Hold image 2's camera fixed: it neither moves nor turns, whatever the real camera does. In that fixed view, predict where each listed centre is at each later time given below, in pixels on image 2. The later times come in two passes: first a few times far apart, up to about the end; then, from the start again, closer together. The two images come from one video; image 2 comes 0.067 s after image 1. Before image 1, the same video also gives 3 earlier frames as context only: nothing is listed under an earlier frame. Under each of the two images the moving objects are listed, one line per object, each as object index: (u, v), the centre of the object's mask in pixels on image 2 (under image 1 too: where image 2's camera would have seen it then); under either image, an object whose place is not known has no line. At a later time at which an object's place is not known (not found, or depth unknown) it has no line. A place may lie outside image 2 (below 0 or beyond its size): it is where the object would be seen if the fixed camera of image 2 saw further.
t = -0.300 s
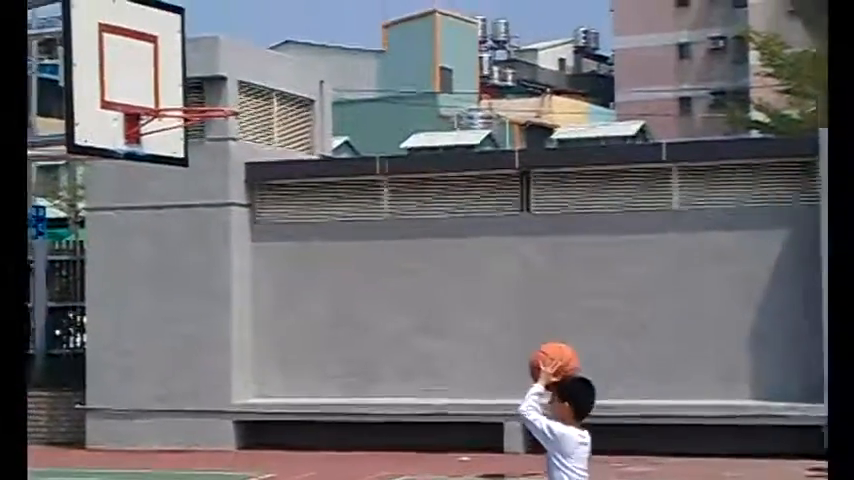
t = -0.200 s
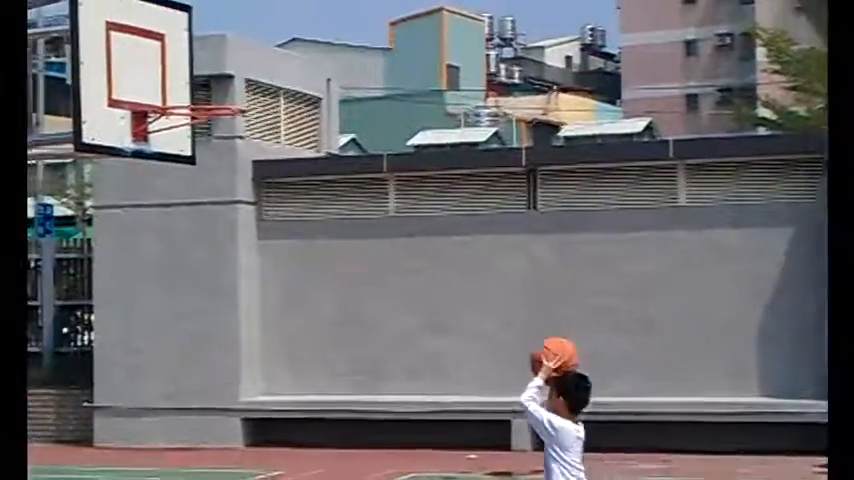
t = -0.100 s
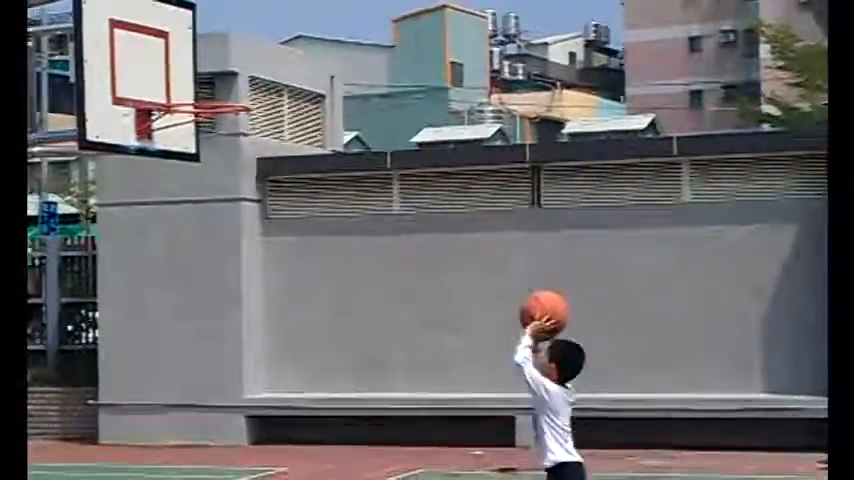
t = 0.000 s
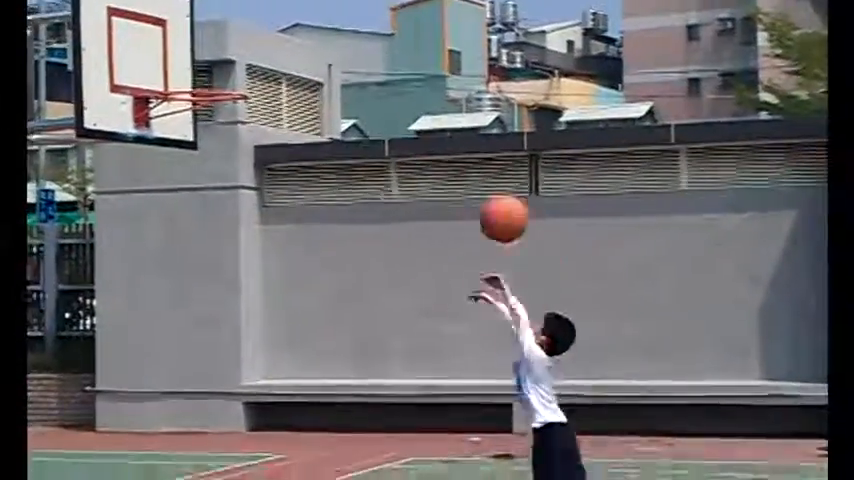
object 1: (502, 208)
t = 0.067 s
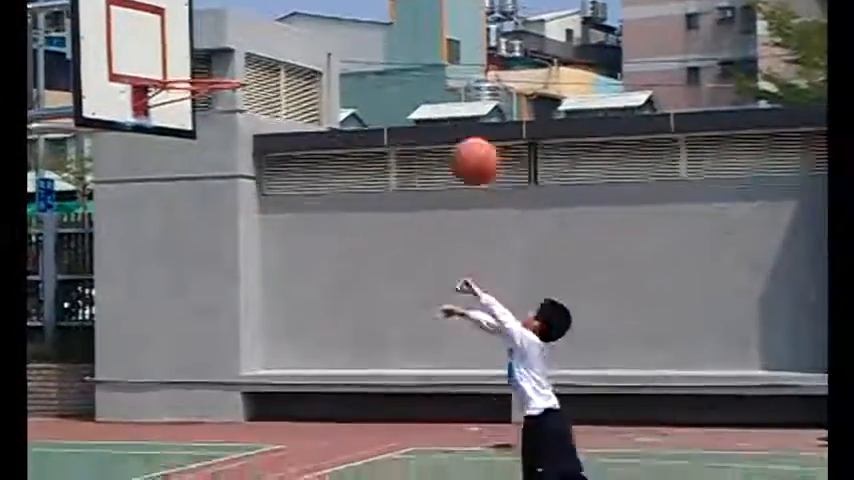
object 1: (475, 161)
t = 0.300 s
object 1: (382, 66)
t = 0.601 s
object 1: (272, 95)
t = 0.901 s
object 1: (173, 288)
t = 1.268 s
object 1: (84, 441)
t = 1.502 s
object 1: (60, 290)
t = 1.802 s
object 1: (34, 237)
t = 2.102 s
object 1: (11, 343)
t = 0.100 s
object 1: (461, 139)
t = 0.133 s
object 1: (448, 122)
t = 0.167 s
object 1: (434, 108)
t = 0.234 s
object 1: (408, 82)
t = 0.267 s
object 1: (395, 73)
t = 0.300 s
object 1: (382, 66)
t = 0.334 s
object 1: (371, 62)
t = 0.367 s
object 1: (357, 58)
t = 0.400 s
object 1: (345, 57)
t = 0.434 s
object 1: (332, 59)
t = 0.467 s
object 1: (321, 61)
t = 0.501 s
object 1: (310, 67)
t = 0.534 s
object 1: (299, 76)
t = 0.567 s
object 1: (283, 85)
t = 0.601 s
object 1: (272, 95)
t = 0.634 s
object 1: (261, 110)
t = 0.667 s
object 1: (252, 127)
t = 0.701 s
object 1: (240, 142)
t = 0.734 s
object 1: (228, 164)
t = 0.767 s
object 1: (216, 183)
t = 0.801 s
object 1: (205, 206)
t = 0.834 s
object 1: (194, 231)
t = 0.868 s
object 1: (183, 259)
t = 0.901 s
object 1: (173, 288)
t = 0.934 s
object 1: (162, 318)
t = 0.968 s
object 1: (152, 350)
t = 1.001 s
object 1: (142, 383)
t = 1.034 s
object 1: (130, 421)
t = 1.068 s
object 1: (120, 450)
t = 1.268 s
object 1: (84, 441)
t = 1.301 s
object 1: (81, 413)
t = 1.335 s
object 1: (80, 386)
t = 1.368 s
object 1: (75, 362)
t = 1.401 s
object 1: (70, 344)
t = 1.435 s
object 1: (66, 325)
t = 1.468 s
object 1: (65, 306)
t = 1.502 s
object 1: (60, 290)
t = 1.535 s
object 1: (59, 277)
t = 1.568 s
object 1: (55, 266)
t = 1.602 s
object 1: (51, 255)
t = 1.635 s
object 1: (49, 249)
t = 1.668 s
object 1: (47, 240)
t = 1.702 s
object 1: (42, 237)
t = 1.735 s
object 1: (42, 235)
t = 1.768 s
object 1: (38, 235)
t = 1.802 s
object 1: (34, 237)
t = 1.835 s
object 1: (31, 240)
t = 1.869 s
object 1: (28, 246)
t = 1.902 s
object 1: (25, 252)
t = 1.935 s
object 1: (23, 265)
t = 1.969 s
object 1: (20, 278)
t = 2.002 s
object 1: (17, 292)
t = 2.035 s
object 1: (15, 306)
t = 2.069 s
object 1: (13, 323)
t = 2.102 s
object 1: (11, 343)
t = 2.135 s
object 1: (7, 364)
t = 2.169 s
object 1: (4, 389)
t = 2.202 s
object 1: (2, 417)
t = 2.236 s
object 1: (-2, 444)
